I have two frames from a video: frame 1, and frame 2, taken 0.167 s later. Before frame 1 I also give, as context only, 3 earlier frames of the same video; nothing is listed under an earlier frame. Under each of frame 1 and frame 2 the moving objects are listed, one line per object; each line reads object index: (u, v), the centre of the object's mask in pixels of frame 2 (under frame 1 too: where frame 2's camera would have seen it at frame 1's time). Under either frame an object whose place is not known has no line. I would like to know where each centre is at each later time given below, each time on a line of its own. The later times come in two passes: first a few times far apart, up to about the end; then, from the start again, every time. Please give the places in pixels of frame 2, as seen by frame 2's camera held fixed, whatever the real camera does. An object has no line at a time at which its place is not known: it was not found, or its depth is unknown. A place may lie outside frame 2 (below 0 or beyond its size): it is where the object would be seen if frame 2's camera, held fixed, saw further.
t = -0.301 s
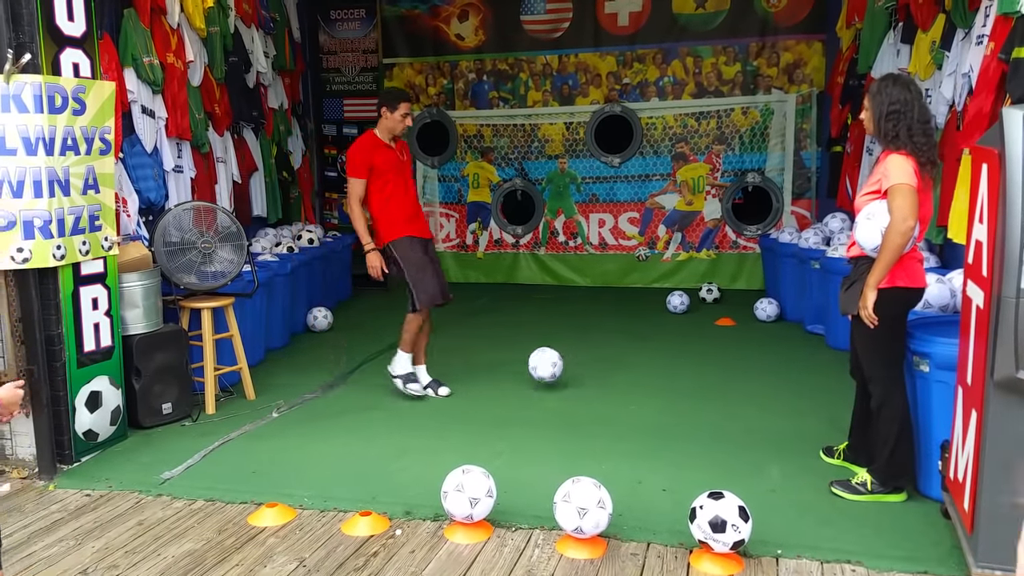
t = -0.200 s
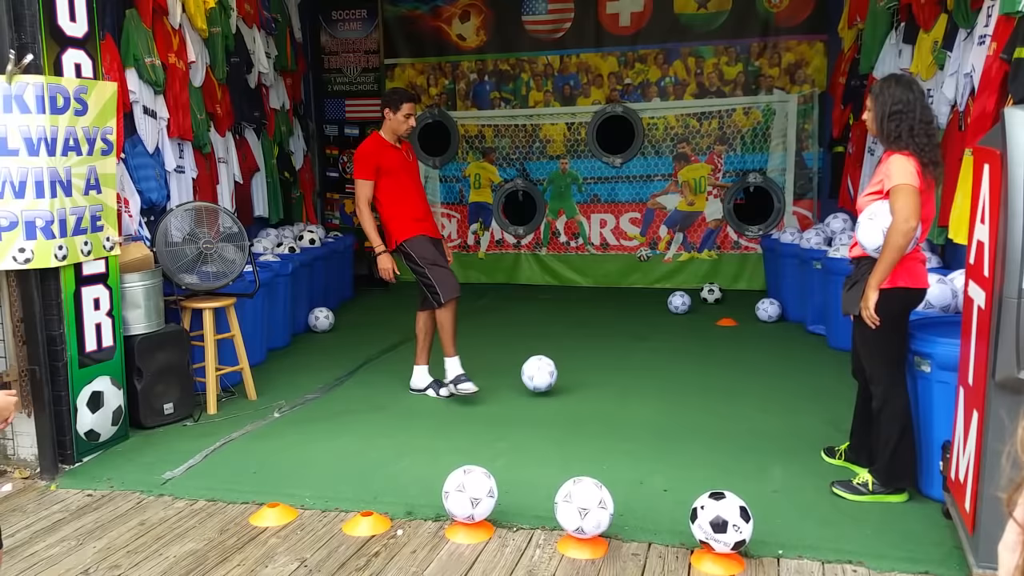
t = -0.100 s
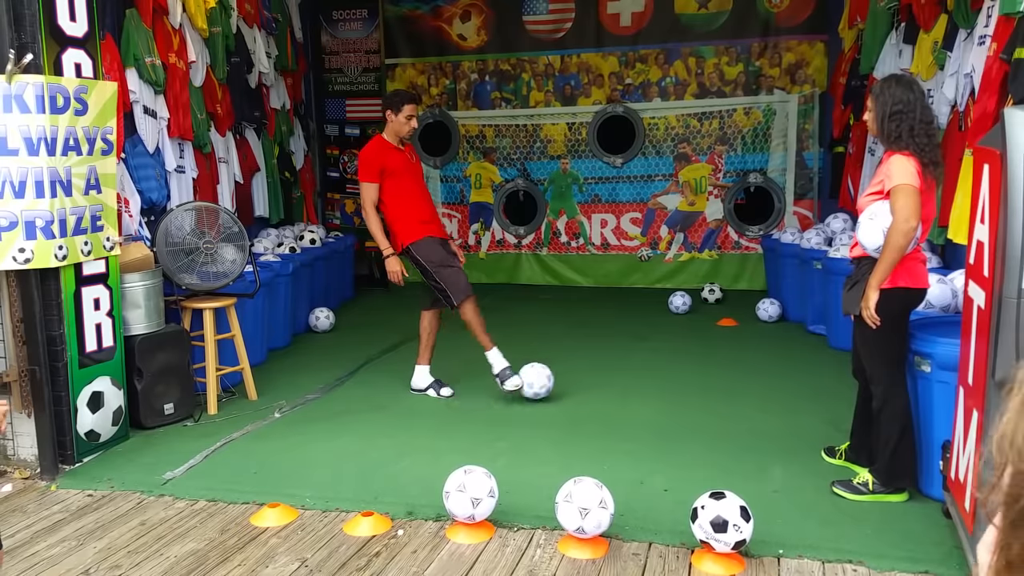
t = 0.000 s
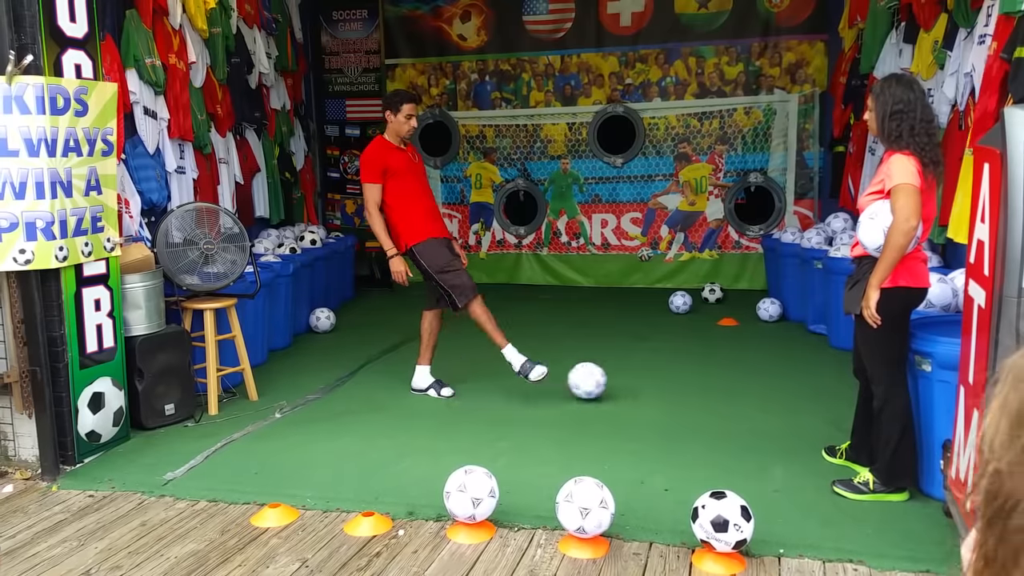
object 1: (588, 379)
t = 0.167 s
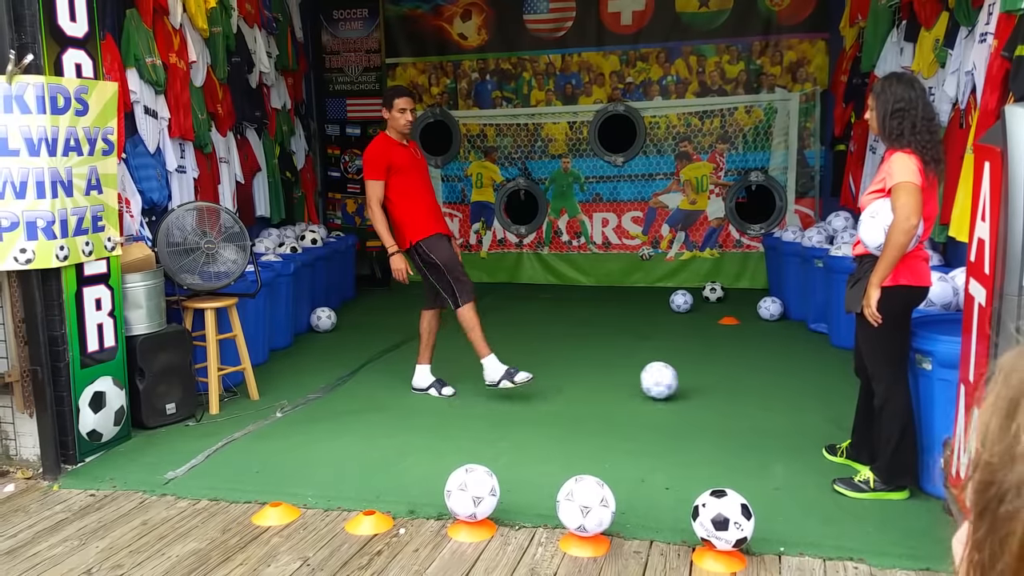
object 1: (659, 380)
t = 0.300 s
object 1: (706, 383)
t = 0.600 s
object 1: (807, 385)
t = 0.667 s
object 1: (830, 385)
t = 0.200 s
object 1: (672, 383)
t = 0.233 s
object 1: (683, 382)
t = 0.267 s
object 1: (695, 382)
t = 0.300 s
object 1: (706, 383)
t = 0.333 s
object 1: (717, 383)
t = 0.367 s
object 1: (729, 383)
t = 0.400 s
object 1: (740, 384)
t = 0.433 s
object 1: (751, 384)
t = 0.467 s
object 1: (762, 384)
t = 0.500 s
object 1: (773, 384)
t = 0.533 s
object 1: (784, 383)
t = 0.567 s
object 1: (796, 384)
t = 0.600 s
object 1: (807, 385)
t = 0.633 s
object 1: (818, 385)
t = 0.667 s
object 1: (830, 385)
